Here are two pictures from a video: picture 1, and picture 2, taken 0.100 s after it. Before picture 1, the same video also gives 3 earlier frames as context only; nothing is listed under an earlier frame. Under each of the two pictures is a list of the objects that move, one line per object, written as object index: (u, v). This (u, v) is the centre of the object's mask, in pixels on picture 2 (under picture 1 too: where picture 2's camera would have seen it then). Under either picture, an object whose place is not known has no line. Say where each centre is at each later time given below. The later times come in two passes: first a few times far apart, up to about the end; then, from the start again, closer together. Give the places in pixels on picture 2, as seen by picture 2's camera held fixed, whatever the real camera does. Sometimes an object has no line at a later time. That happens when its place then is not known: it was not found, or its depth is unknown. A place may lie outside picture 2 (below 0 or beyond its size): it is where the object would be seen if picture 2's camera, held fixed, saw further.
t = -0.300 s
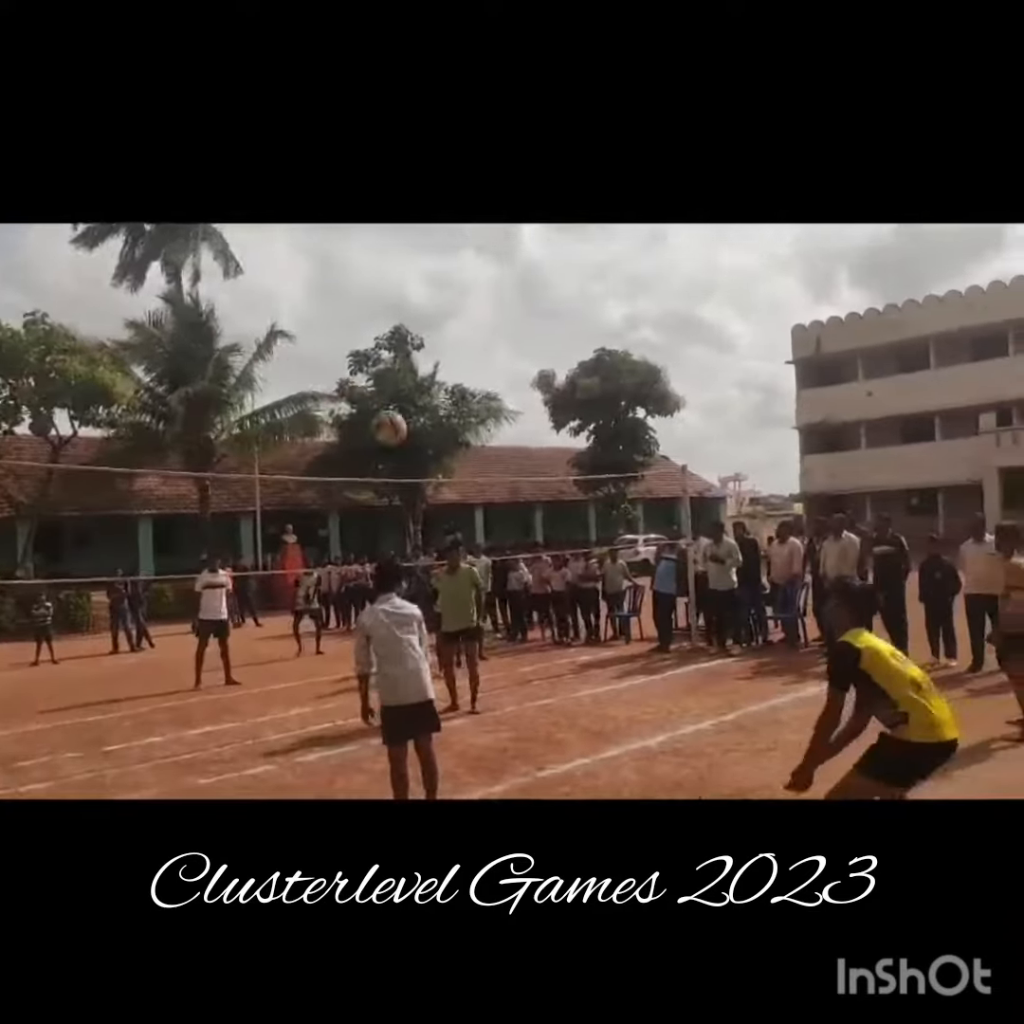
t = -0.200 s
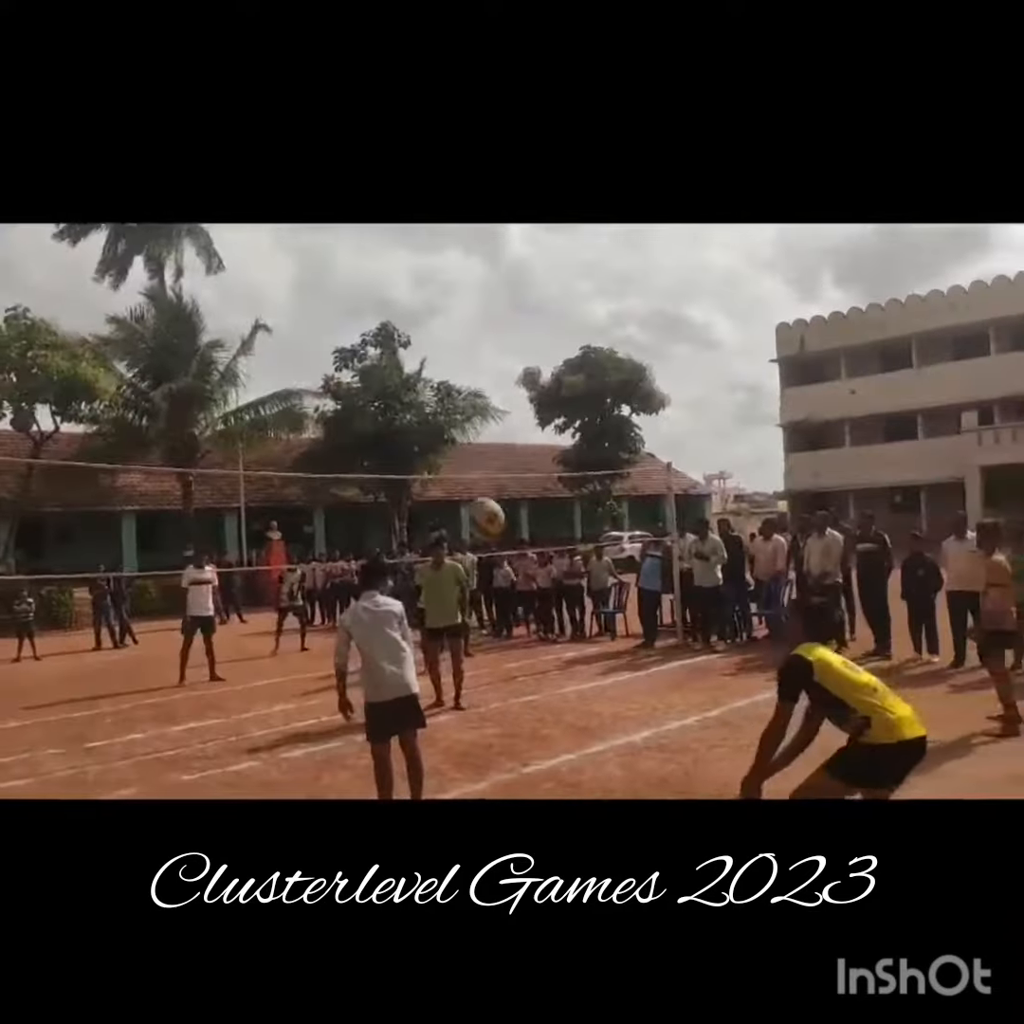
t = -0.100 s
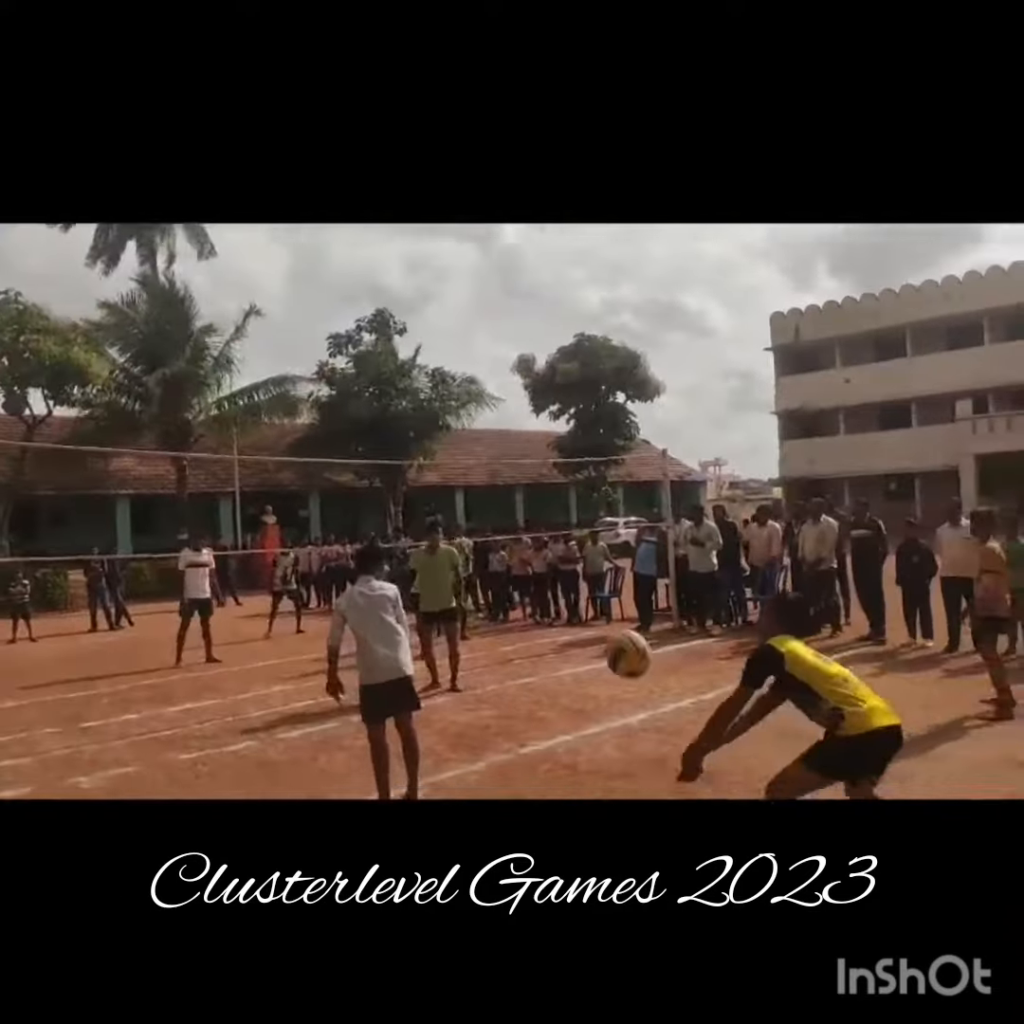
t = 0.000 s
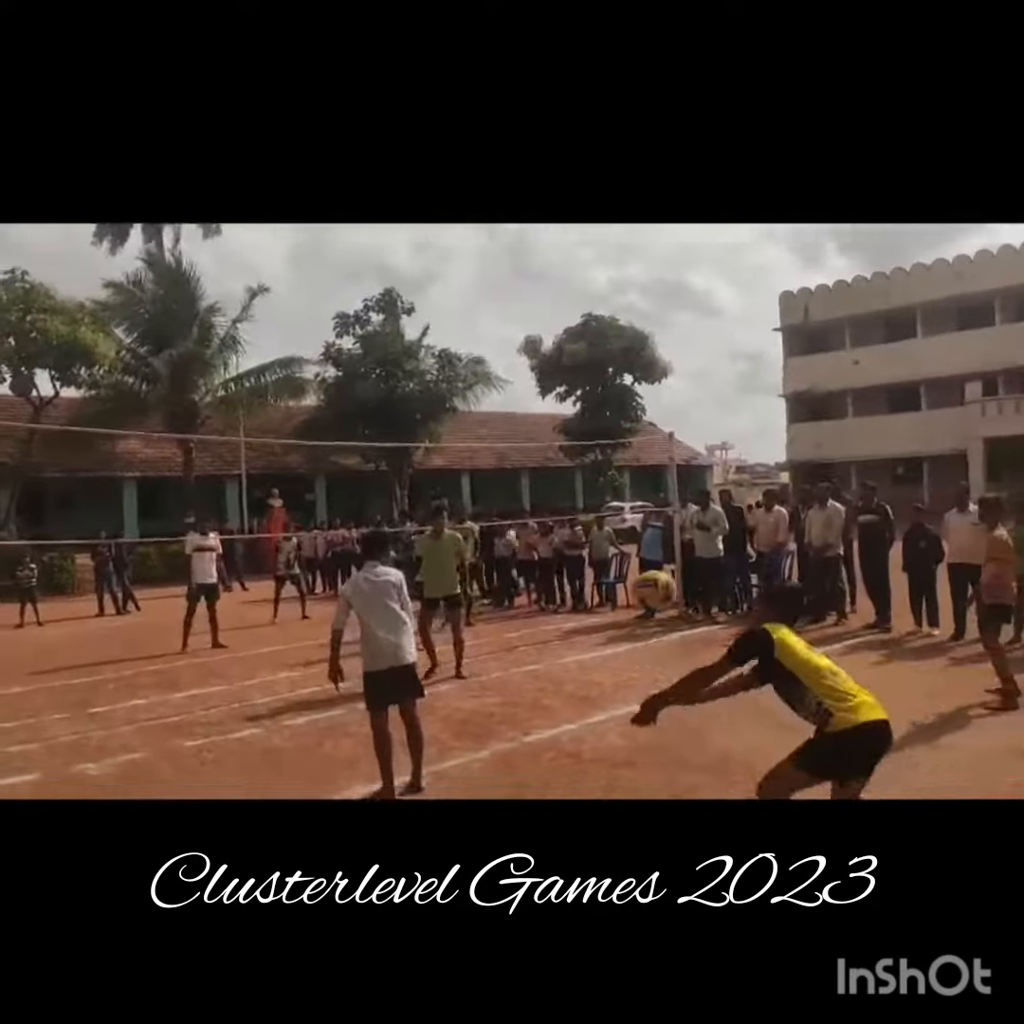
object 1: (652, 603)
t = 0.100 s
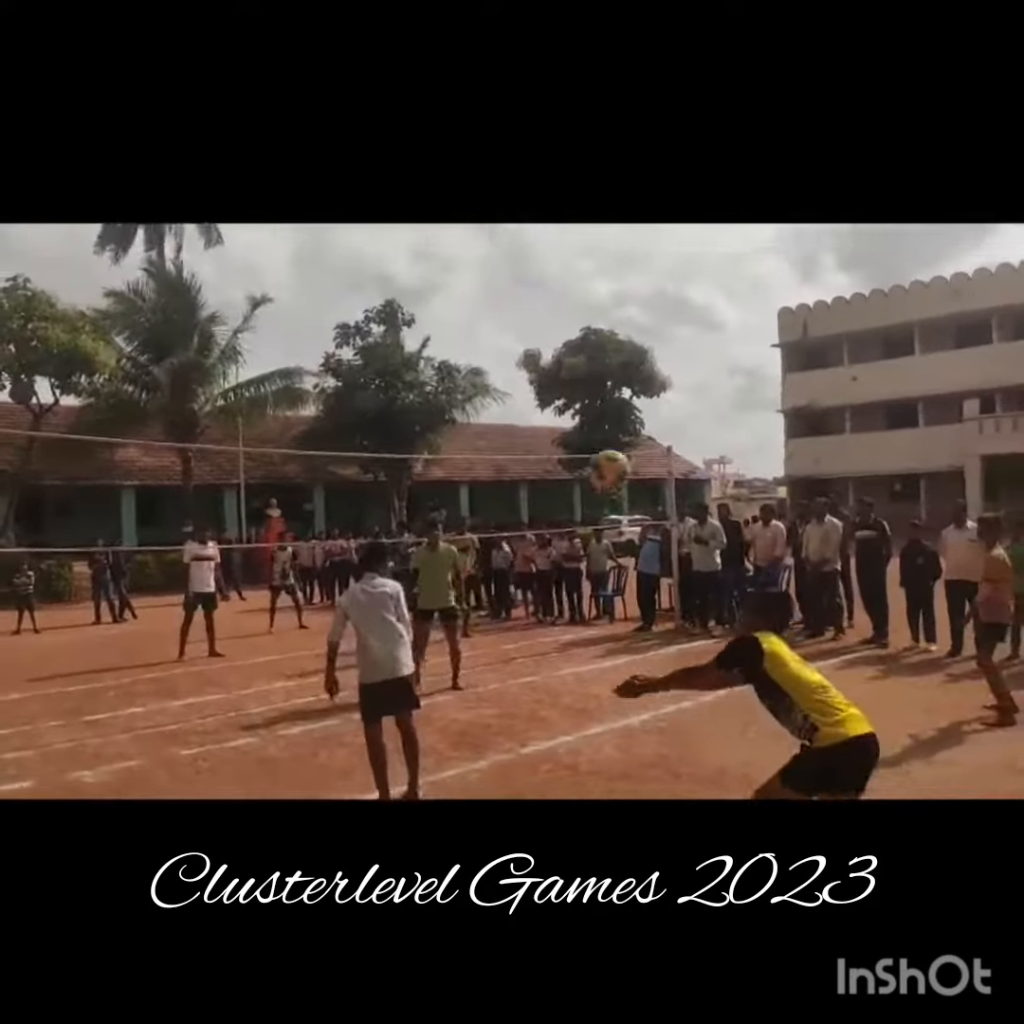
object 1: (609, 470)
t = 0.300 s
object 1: (542, 295)
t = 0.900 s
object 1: (438, 240)
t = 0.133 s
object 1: (597, 434)
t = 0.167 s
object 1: (585, 398)
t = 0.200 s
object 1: (576, 367)
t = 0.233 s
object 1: (564, 345)
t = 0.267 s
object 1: (551, 316)
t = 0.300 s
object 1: (542, 295)
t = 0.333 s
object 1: (533, 276)
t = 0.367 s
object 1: (524, 257)
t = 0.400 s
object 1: (516, 243)
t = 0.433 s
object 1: (509, 232)
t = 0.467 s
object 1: (501, 226)
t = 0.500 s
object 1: (494, 221)
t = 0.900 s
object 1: (438, 240)
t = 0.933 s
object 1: (435, 251)
